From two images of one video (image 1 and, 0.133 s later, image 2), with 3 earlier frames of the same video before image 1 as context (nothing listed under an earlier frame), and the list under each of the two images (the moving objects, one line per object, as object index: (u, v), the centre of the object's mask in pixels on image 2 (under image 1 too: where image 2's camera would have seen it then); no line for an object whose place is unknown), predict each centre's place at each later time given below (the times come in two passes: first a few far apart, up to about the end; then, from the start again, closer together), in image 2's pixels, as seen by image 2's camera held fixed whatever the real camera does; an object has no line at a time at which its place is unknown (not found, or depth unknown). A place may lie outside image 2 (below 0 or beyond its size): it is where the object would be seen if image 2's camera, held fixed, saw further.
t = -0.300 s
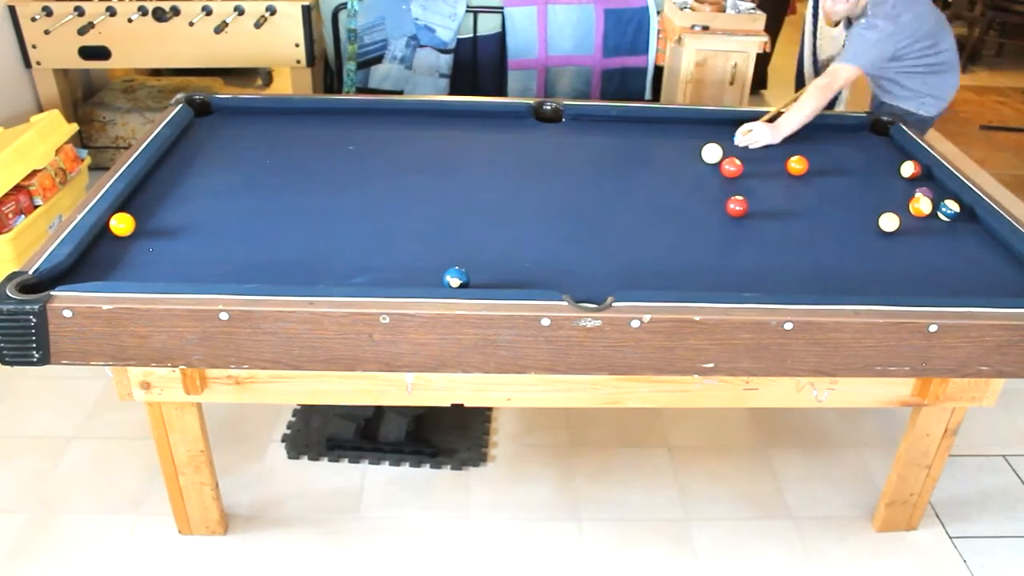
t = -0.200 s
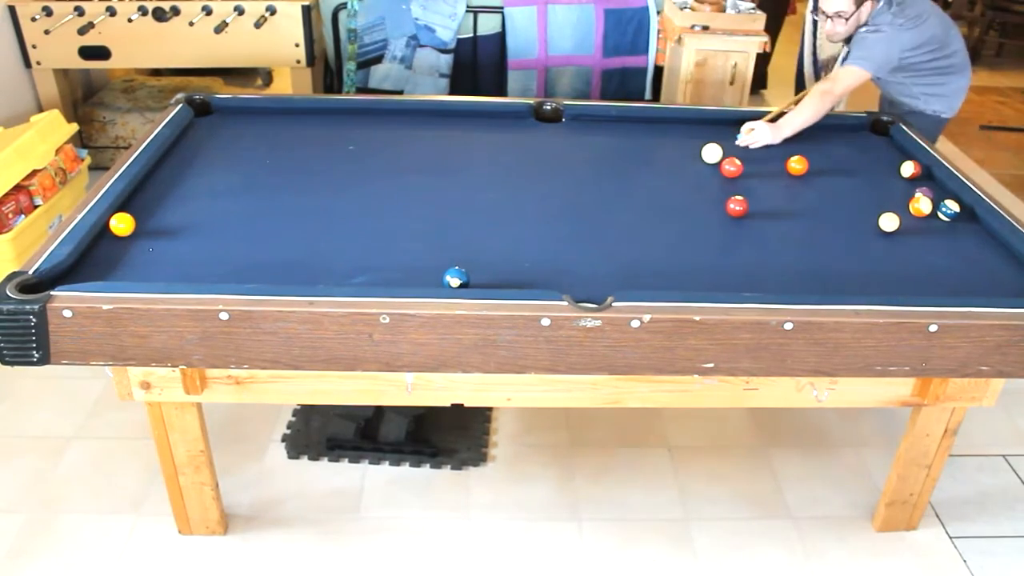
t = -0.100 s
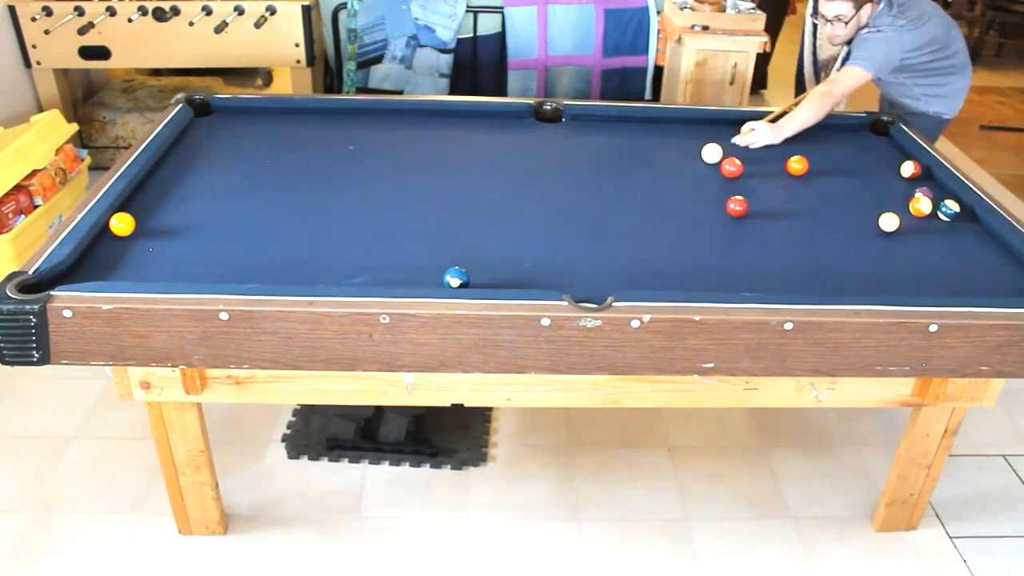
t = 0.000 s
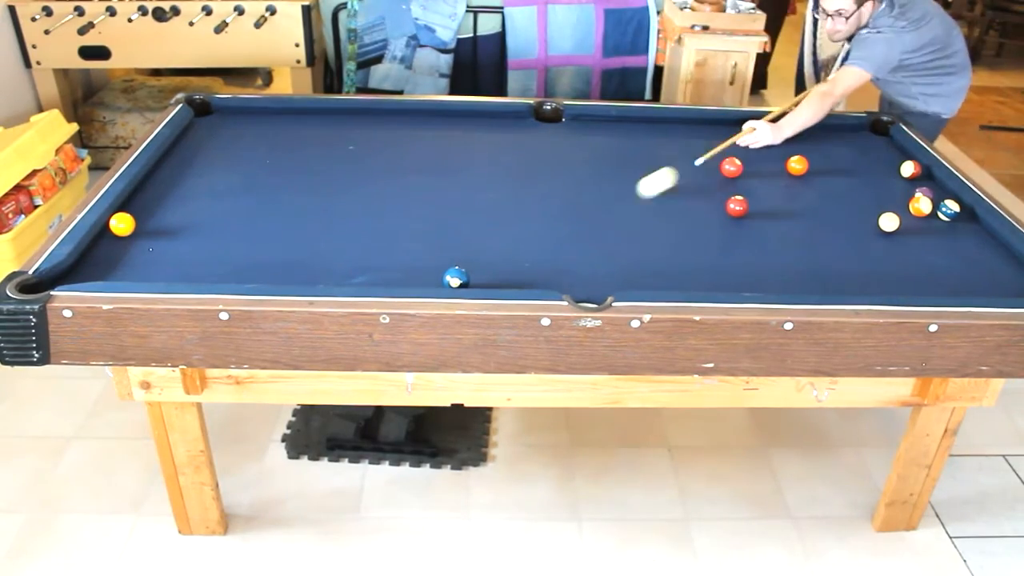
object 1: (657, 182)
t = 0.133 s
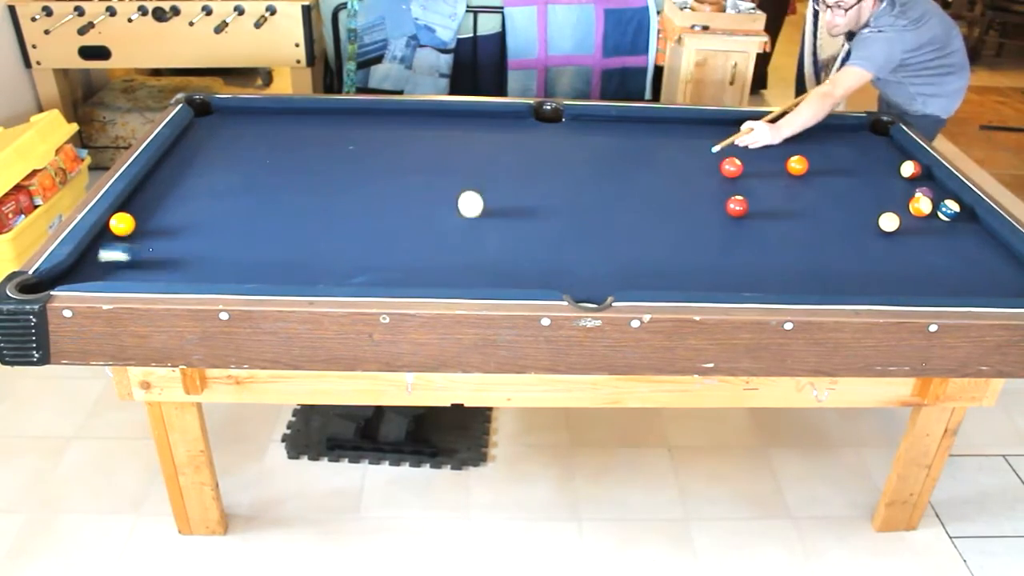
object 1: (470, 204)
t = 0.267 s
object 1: (456, 130)
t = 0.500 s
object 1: (438, 145)
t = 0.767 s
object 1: (423, 185)
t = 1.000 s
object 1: (411, 217)
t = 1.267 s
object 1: (403, 250)
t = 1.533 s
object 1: (403, 274)
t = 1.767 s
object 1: (404, 278)
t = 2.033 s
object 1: (404, 278)
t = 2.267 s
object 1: (404, 278)
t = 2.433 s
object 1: (405, 278)
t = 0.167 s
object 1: (466, 182)
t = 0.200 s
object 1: (462, 163)
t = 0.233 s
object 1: (459, 146)
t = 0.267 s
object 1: (456, 130)
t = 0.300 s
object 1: (454, 117)
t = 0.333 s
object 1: (451, 117)
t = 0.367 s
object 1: (448, 123)
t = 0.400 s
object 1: (445, 129)
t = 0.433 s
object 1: (443, 135)
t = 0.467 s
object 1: (440, 140)
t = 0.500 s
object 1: (438, 145)
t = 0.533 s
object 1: (435, 150)
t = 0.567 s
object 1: (433, 156)
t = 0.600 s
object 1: (431, 161)
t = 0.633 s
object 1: (430, 166)
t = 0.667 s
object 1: (428, 171)
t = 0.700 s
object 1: (427, 176)
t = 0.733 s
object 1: (425, 180)
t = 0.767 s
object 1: (423, 185)
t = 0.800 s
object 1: (422, 190)
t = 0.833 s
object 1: (421, 195)
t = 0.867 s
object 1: (419, 200)
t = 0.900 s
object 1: (417, 204)
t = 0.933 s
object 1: (416, 208)
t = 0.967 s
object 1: (414, 213)
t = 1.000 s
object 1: (411, 217)
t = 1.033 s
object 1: (409, 222)
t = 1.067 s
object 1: (407, 226)
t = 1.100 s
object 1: (406, 230)
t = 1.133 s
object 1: (405, 234)
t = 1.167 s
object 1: (404, 238)
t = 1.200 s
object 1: (403, 242)
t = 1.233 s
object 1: (403, 246)
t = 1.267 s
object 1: (403, 250)
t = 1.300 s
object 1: (403, 254)
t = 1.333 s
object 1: (402, 257)
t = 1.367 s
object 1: (402, 261)
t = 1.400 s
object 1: (402, 264)
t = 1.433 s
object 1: (401, 267)
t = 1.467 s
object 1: (402, 269)
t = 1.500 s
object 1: (403, 272)
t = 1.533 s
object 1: (403, 274)
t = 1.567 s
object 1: (403, 276)
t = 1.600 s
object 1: (404, 277)
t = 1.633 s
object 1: (404, 278)
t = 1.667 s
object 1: (405, 278)
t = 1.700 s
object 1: (405, 278)
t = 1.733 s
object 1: (404, 278)
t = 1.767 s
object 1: (404, 278)
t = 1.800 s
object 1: (404, 278)
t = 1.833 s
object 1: (403, 278)
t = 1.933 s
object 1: (404, 278)
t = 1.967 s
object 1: (404, 278)
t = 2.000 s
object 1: (404, 278)
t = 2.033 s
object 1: (404, 278)
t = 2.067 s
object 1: (404, 278)
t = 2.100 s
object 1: (404, 278)
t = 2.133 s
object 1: (405, 278)
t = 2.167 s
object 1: (405, 278)
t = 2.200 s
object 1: (404, 278)
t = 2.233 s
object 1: (404, 278)
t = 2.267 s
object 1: (404, 278)
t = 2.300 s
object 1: (405, 278)
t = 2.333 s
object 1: (405, 278)
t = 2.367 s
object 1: (405, 278)
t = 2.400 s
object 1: (405, 278)
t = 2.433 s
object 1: (405, 278)
